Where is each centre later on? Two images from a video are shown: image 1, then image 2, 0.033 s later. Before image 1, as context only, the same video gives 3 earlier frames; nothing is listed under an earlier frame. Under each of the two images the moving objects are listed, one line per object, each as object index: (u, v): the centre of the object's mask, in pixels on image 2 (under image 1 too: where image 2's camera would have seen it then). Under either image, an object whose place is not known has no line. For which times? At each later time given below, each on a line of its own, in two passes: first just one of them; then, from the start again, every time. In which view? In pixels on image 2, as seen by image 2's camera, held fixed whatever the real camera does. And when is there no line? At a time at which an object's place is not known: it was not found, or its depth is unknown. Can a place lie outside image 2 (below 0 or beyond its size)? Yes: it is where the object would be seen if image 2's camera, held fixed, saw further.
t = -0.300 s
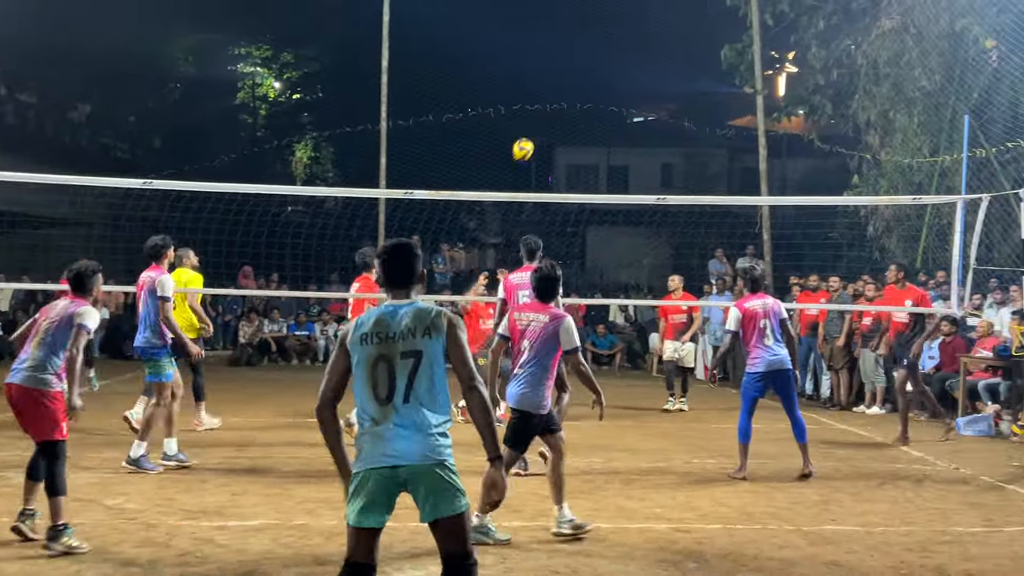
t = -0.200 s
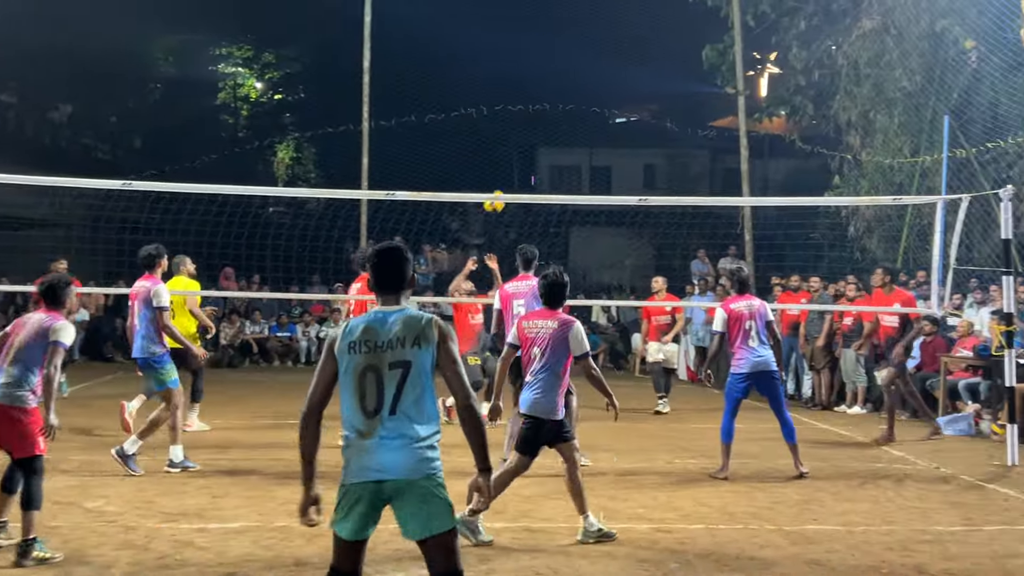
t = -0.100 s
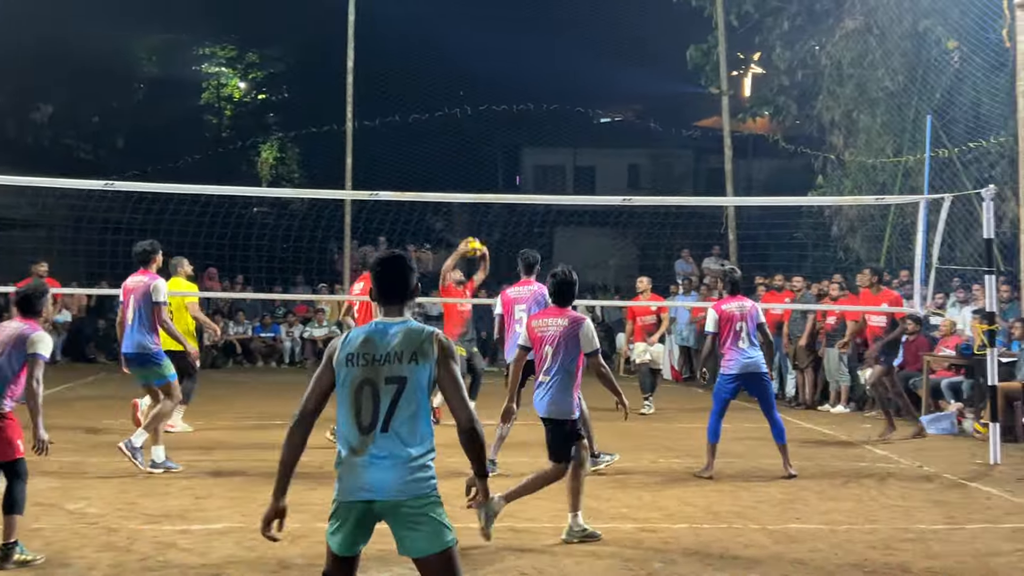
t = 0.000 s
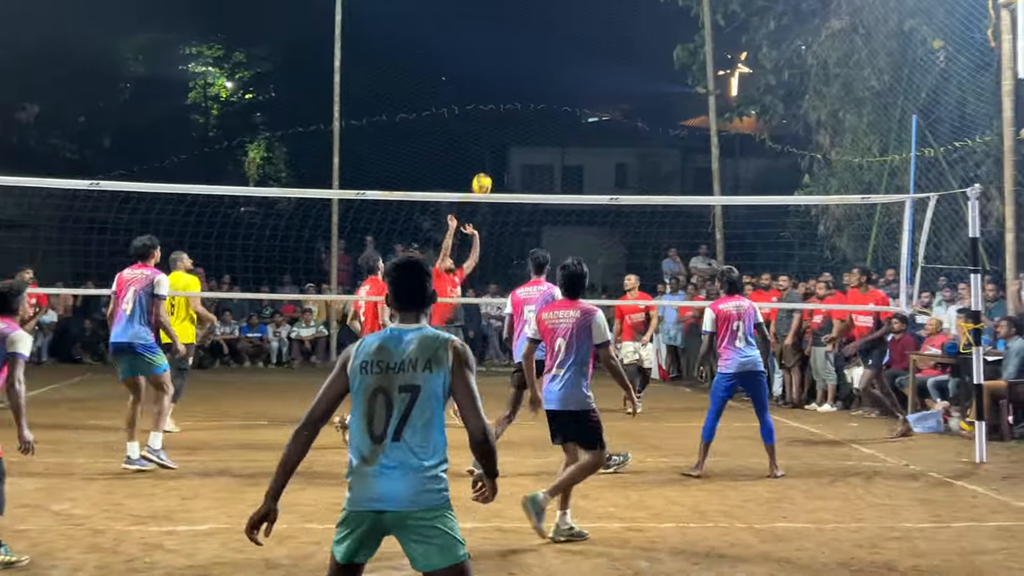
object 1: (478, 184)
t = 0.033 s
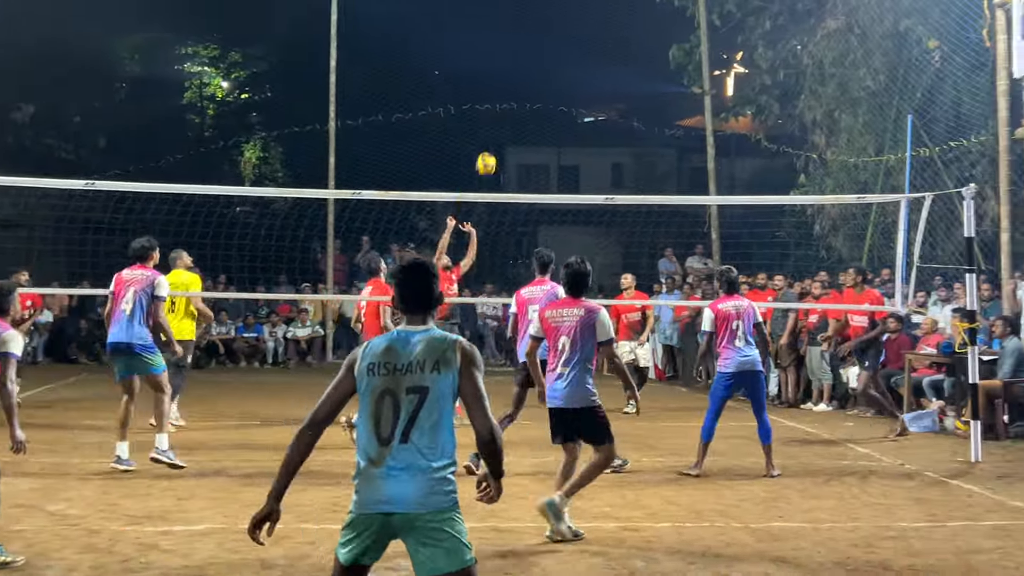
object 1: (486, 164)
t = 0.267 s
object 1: (542, 47)
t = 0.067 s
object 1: (494, 145)
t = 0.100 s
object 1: (502, 126)
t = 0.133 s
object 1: (510, 108)
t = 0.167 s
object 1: (518, 91)
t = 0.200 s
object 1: (526, 75)
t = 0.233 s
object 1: (534, 60)
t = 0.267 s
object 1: (542, 47)
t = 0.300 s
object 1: (550, 34)
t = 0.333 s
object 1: (558, 22)
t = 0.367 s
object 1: (565, 12)
